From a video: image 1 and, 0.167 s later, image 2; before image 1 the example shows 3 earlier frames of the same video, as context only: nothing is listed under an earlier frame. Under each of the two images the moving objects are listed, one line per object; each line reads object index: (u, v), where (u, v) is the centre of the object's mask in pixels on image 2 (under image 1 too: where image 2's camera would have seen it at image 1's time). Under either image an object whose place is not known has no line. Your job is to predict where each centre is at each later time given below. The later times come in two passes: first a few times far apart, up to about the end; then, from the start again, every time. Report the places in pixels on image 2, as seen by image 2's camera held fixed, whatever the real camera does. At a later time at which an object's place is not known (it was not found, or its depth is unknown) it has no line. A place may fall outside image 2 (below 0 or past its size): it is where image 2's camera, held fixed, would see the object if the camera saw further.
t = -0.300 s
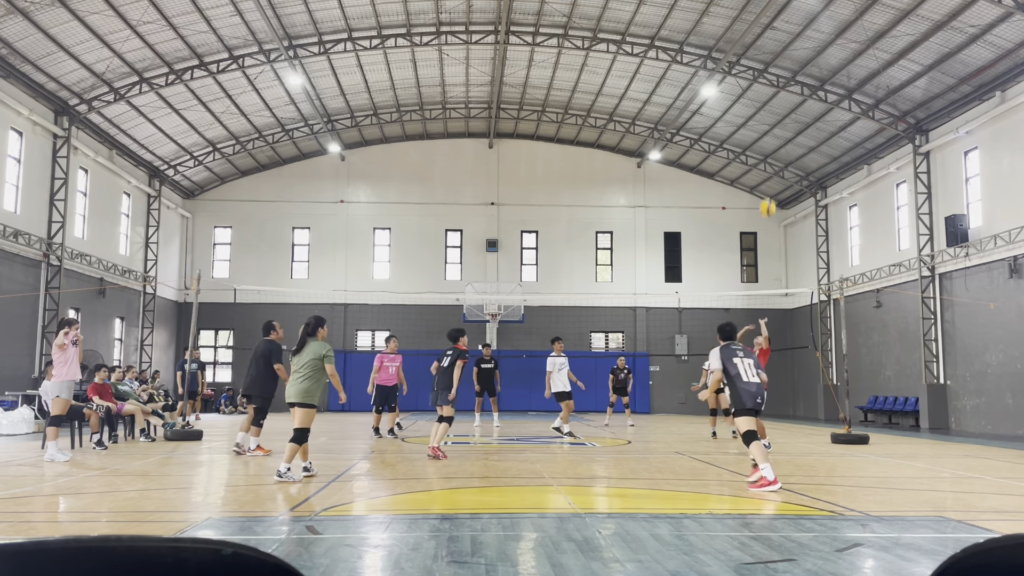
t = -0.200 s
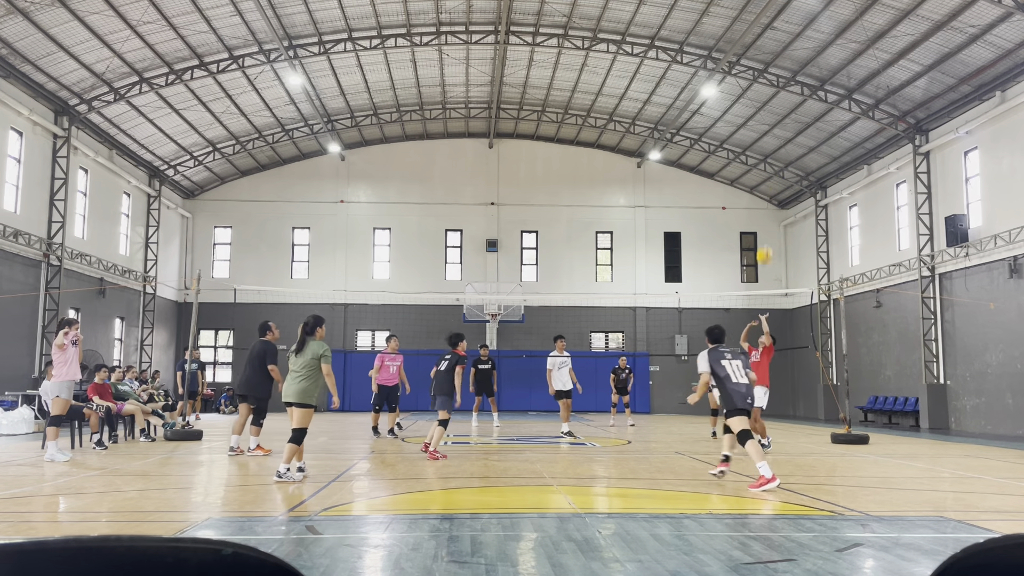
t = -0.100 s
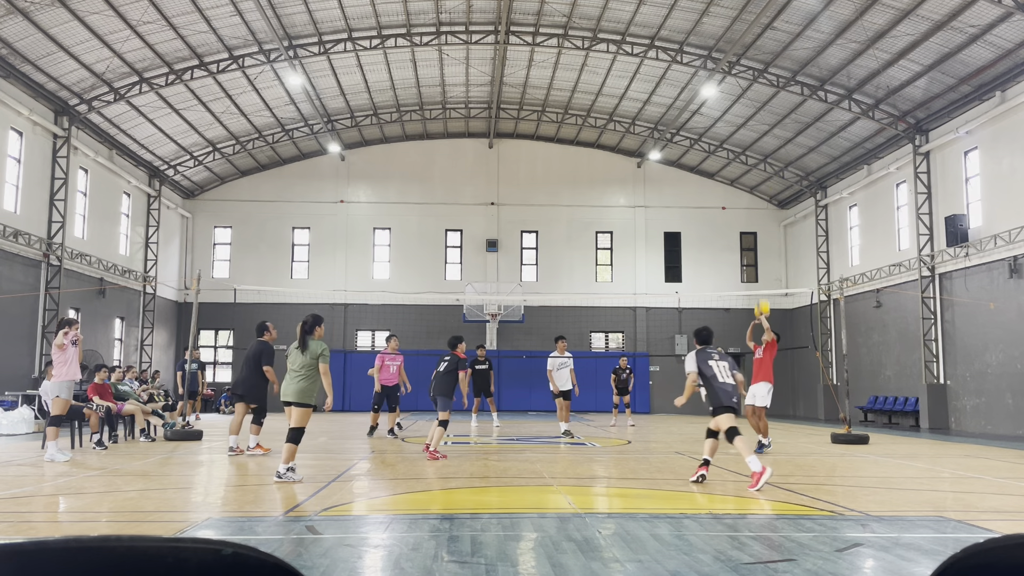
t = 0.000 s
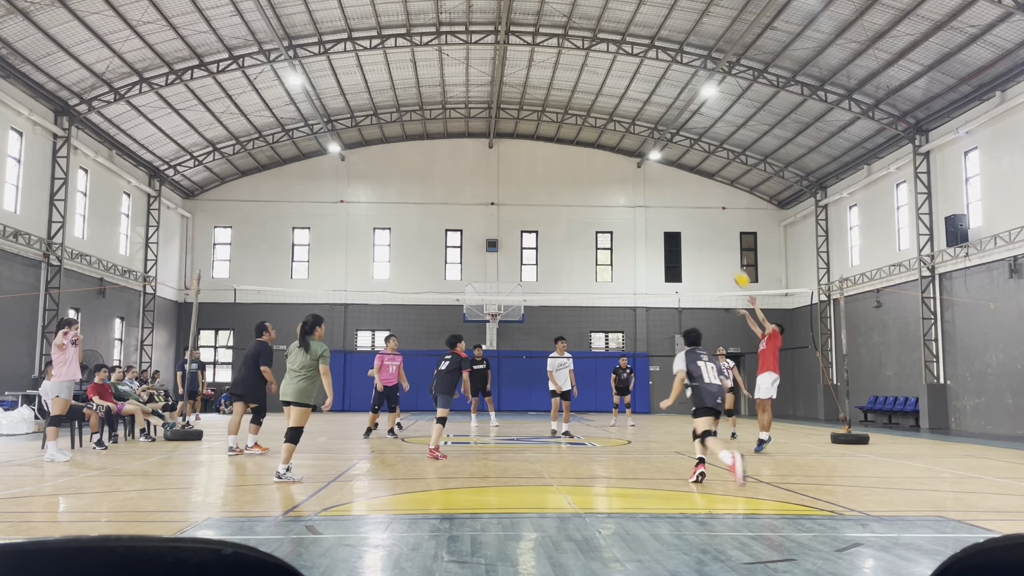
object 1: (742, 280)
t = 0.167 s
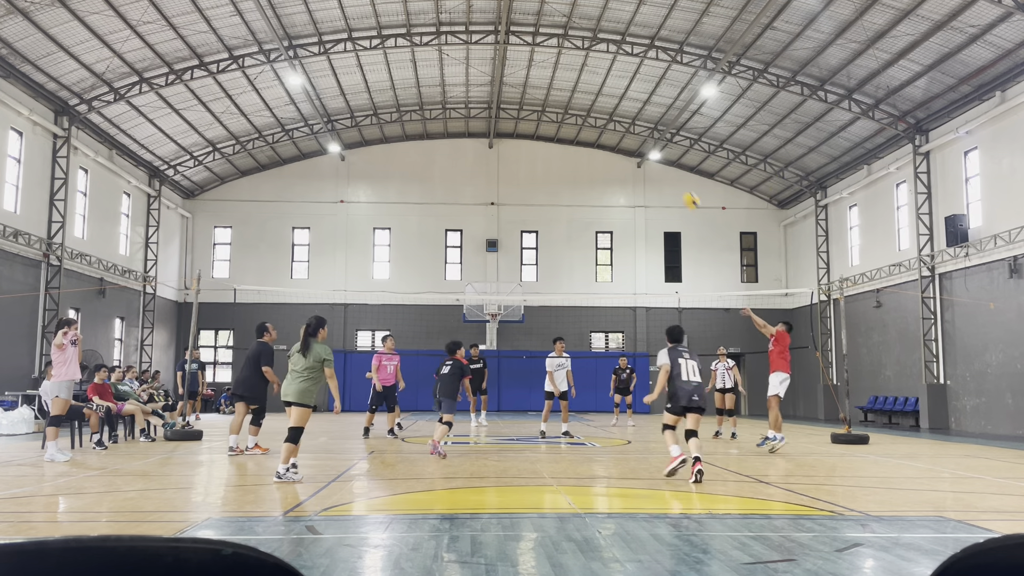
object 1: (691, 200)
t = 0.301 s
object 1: (655, 154)
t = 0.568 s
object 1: (586, 103)
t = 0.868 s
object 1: (515, 101)
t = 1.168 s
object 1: (446, 155)
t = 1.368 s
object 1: (403, 222)
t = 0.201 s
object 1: (682, 188)
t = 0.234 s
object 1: (673, 175)
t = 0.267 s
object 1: (664, 165)
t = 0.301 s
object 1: (655, 154)
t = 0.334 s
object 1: (646, 145)
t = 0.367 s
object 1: (637, 137)
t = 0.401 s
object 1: (629, 129)
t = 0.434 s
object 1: (621, 122)
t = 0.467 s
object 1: (612, 116)
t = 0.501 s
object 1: (603, 111)
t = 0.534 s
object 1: (594, 106)
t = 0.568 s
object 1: (586, 103)
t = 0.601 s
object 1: (578, 99)
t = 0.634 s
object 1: (570, 97)
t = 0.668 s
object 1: (562, 95)
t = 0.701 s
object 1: (554, 95)
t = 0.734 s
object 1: (546, 95)
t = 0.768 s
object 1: (538, 95)
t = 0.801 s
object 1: (530, 96)
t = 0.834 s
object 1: (522, 98)
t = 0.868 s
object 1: (515, 101)
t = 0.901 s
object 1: (507, 104)
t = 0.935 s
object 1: (499, 108)
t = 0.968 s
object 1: (492, 113)
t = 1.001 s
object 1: (484, 118)
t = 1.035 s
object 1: (476, 125)
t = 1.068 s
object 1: (469, 131)
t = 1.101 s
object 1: (461, 138)
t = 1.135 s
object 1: (453, 147)
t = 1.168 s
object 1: (446, 155)
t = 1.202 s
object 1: (439, 165)
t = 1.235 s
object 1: (432, 175)
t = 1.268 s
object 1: (425, 186)
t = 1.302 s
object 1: (417, 197)
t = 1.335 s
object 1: (411, 209)
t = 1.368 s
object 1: (403, 222)
